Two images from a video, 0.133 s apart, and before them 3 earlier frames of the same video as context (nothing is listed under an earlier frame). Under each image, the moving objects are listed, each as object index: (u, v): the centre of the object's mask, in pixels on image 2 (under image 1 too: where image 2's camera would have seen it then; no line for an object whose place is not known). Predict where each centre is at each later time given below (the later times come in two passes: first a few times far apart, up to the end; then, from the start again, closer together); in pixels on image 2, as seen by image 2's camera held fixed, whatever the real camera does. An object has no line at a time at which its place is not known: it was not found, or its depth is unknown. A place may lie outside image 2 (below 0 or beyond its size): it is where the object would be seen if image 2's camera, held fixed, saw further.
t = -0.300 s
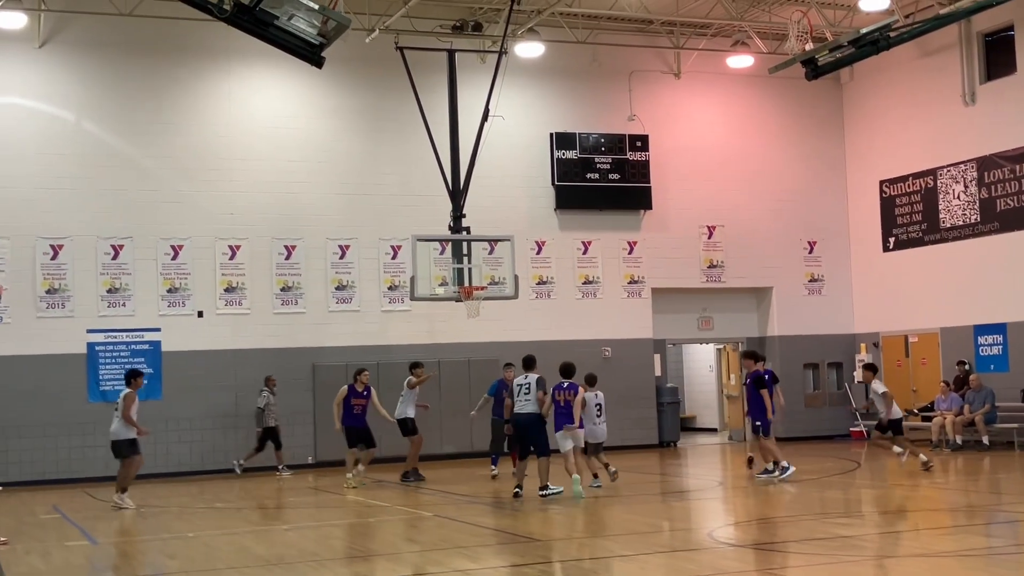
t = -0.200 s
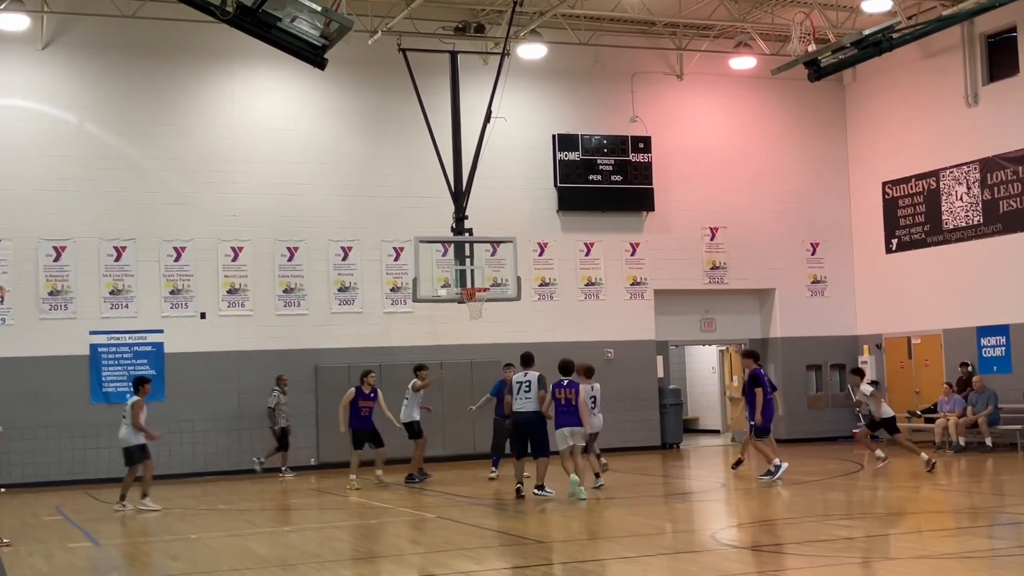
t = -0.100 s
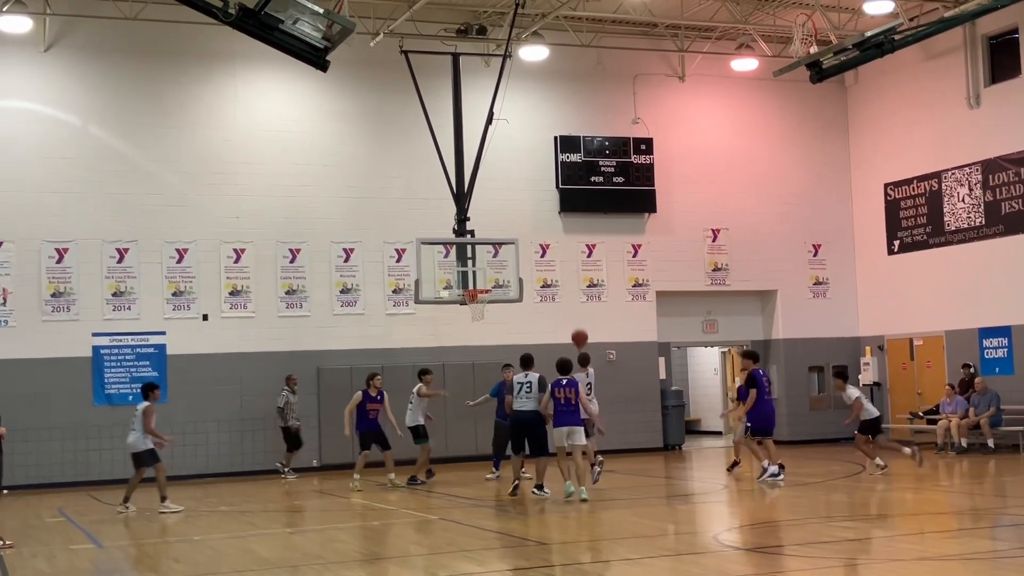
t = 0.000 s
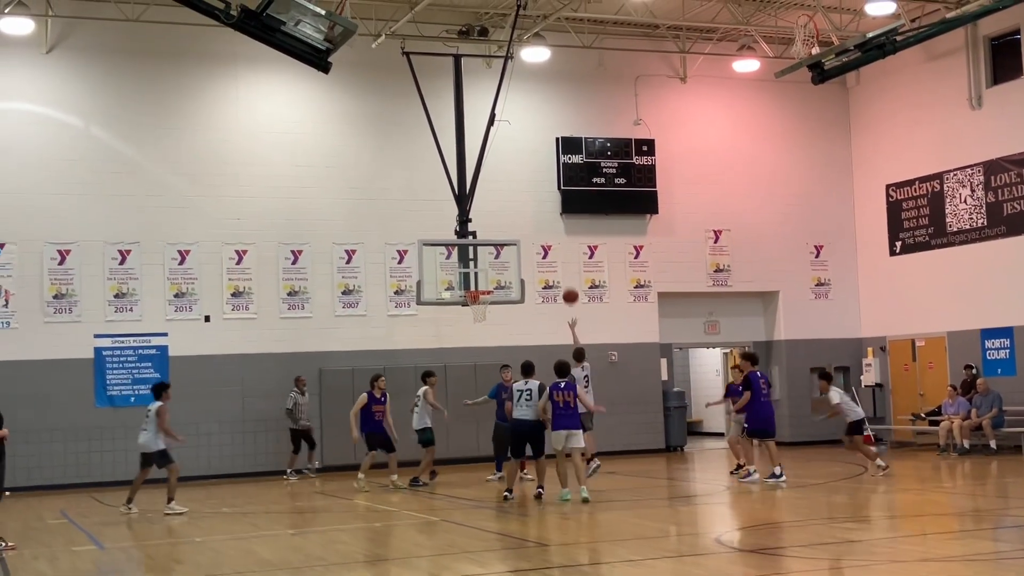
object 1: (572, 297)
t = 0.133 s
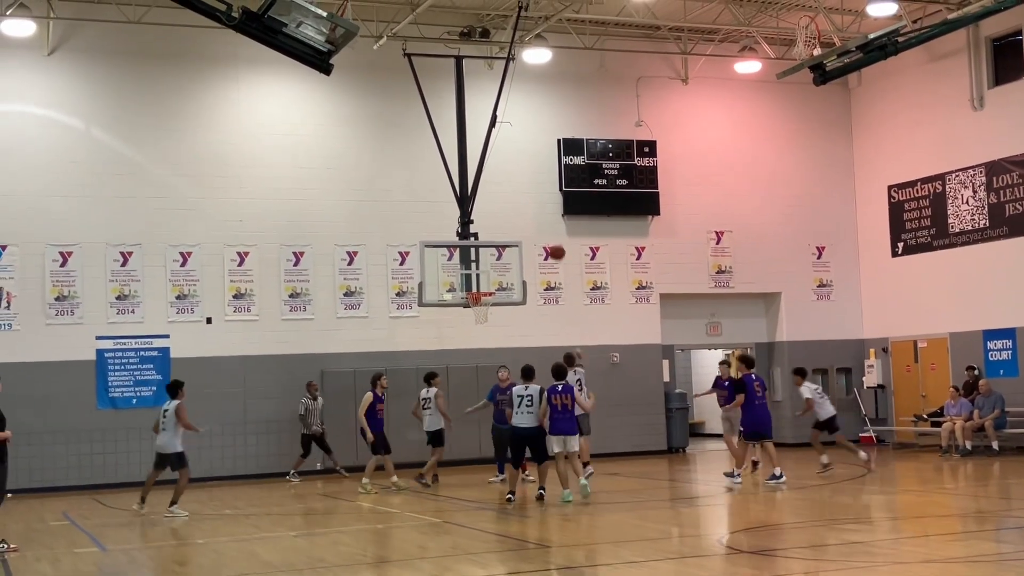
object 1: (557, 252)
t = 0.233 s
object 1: (547, 228)
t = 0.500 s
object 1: (524, 198)
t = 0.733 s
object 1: (506, 209)
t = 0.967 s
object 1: (491, 251)
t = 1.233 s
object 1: (497, 266)
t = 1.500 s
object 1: (521, 240)
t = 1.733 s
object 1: (544, 252)
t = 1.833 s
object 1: (555, 267)
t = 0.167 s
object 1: (553, 244)
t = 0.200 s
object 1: (550, 235)
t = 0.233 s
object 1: (547, 228)
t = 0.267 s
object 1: (544, 222)
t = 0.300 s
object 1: (541, 216)
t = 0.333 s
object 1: (538, 211)
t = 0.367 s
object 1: (535, 207)
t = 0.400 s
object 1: (532, 204)
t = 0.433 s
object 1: (529, 201)
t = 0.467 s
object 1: (526, 200)
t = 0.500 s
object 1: (524, 198)
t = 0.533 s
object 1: (521, 198)
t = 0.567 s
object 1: (518, 198)
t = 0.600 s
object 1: (516, 199)
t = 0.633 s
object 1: (513, 200)
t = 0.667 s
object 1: (511, 203)
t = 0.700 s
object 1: (508, 205)
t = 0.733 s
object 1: (506, 209)
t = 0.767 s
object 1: (504, 213)
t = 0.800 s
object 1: (501, 218)
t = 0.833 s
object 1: (499, 223)
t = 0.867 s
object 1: (497, 229)
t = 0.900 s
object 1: (495, 235)
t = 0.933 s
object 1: (493, 242)
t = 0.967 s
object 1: (491, 251)
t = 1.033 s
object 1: (487, 268)
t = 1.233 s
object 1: (497, 266)
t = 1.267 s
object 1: (500, 261)
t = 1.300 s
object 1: (503, 255)
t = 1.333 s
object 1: (506, 251)
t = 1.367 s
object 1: (509, 248)
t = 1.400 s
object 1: (512, 244)
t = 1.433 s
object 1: (515, 242)
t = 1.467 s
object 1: (518, 241)
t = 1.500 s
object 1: (521, 240)
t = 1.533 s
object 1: (525, 240)
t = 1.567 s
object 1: (528, 240)
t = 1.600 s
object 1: (531, 241)
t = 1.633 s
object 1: (534, 243)
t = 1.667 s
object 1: (538, 245)
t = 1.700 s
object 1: (541, 248)
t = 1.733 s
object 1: (544, 252)
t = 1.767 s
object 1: (548, 257)
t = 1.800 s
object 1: (552, 261)
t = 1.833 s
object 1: (555, 267)
